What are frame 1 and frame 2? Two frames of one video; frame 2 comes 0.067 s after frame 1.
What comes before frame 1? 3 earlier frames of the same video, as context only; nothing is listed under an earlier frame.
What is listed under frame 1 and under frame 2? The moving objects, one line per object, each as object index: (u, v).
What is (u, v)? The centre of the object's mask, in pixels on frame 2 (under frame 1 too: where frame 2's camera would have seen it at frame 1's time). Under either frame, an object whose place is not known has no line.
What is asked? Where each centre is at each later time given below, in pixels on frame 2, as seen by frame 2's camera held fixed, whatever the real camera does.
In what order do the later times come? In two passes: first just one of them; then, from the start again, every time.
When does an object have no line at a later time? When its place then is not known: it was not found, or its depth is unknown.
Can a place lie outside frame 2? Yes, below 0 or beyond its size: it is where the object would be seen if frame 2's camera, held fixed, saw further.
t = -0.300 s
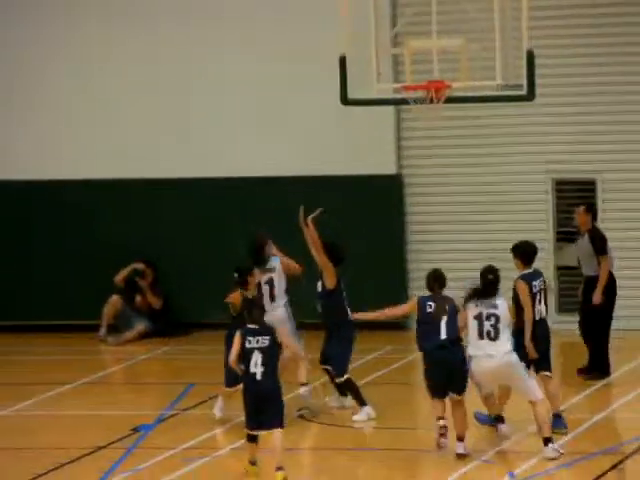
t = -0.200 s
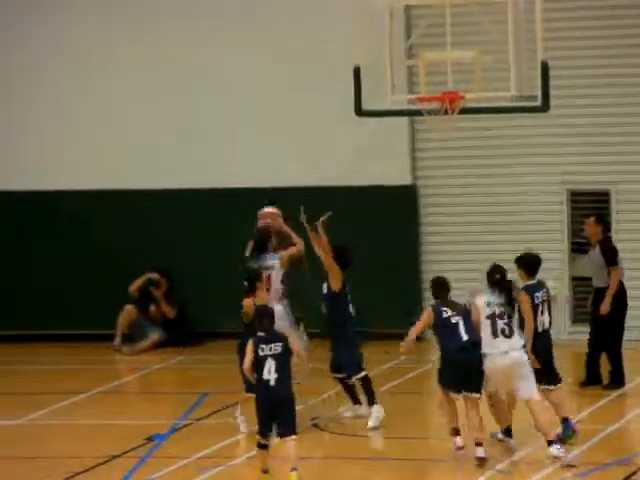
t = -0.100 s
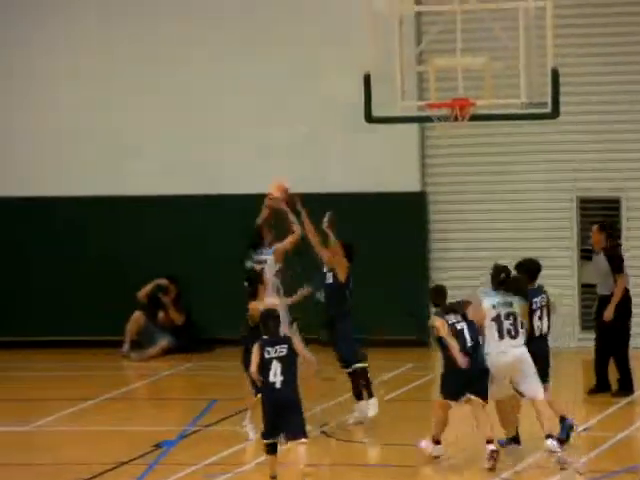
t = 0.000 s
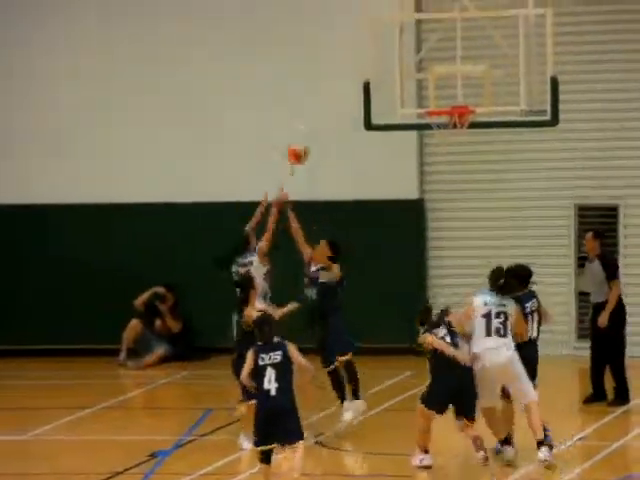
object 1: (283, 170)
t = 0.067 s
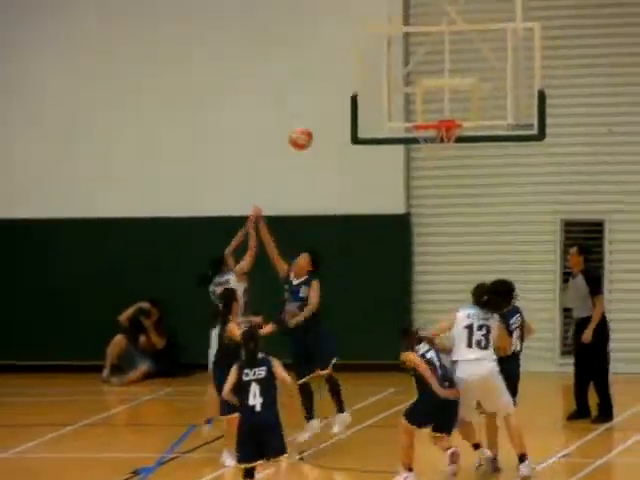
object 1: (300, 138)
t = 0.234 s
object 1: (344, 87)
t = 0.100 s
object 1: (310, 126)
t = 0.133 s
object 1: (319, 114)
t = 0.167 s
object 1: (327, 104)
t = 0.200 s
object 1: (336, 95)
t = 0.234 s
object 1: (344, 87)
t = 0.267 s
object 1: (353, 81)
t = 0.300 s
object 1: (362, 76)
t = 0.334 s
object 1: (370, 72)
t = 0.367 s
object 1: (375, 71)
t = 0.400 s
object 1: (377, 72)
